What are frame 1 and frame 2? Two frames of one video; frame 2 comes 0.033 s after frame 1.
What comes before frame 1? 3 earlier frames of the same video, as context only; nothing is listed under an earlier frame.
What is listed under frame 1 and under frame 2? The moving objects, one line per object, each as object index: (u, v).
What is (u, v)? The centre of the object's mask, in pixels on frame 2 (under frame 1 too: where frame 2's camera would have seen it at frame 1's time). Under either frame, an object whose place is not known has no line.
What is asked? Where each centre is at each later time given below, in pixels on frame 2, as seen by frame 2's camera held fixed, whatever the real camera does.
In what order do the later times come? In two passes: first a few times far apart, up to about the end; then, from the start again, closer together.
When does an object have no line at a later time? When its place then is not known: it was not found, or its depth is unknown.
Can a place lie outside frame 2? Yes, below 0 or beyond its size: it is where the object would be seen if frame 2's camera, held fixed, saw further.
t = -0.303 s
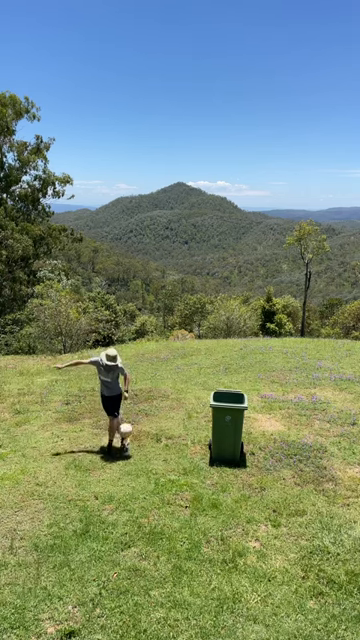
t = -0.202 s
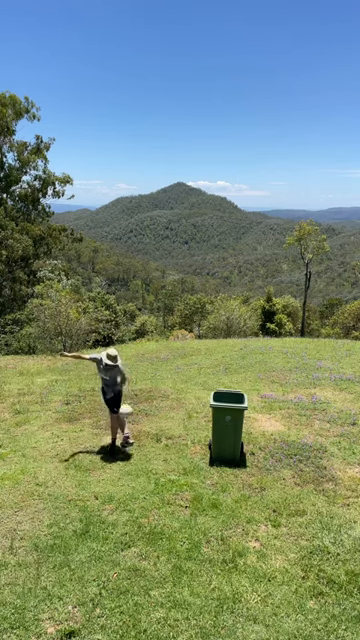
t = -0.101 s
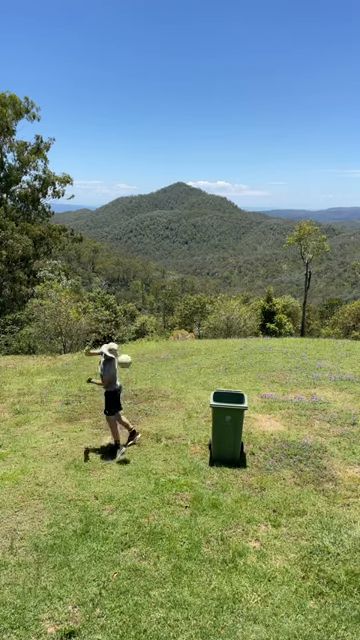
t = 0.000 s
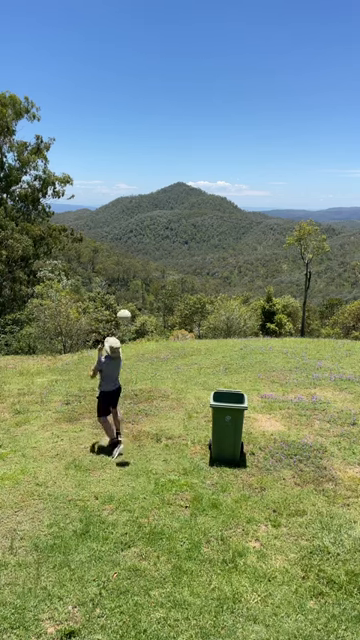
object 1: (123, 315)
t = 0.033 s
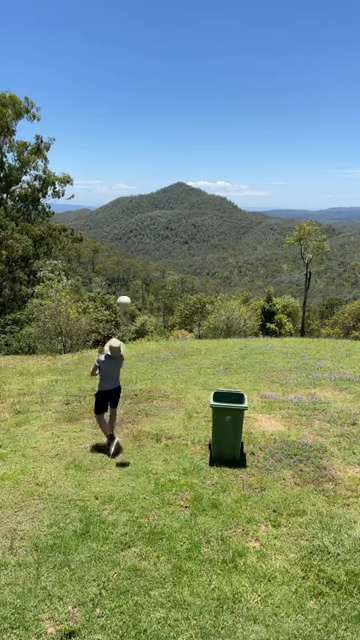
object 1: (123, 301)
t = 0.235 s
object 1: (122, 233)
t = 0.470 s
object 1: (122, 185)
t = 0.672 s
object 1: (122, 173)
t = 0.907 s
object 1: (122, 193)
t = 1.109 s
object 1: (123, 237)
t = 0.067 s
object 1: (123, 287)
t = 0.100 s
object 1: (123, 277)
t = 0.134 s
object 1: (123, 265)
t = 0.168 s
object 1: (123, 251)
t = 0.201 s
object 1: (121, 240)
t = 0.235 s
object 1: (122, 233)
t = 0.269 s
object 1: (122, 222)
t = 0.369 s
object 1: (122, 200)
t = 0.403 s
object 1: (122, 194)
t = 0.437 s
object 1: (122, 189)
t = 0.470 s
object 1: (122, 185)
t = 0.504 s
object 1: (122, 181)
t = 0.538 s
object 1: (122, 177)
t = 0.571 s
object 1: (122, 175)
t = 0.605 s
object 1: (122, 174)
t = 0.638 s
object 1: (122, 173)
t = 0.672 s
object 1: (122, 173)
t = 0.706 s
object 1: (122, 174)
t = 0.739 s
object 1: (122, 176)
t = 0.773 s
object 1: (122, 178)
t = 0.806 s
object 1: (122, 181)
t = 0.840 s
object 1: (122, 185)
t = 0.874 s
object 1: (122, 189)
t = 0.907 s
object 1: (122, 193)
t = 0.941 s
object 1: (123, 198)
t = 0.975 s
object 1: (123, 207)
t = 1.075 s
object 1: (123, 231)
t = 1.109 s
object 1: (123, 237)
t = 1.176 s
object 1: (123, 259)
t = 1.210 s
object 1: (124, 270)
